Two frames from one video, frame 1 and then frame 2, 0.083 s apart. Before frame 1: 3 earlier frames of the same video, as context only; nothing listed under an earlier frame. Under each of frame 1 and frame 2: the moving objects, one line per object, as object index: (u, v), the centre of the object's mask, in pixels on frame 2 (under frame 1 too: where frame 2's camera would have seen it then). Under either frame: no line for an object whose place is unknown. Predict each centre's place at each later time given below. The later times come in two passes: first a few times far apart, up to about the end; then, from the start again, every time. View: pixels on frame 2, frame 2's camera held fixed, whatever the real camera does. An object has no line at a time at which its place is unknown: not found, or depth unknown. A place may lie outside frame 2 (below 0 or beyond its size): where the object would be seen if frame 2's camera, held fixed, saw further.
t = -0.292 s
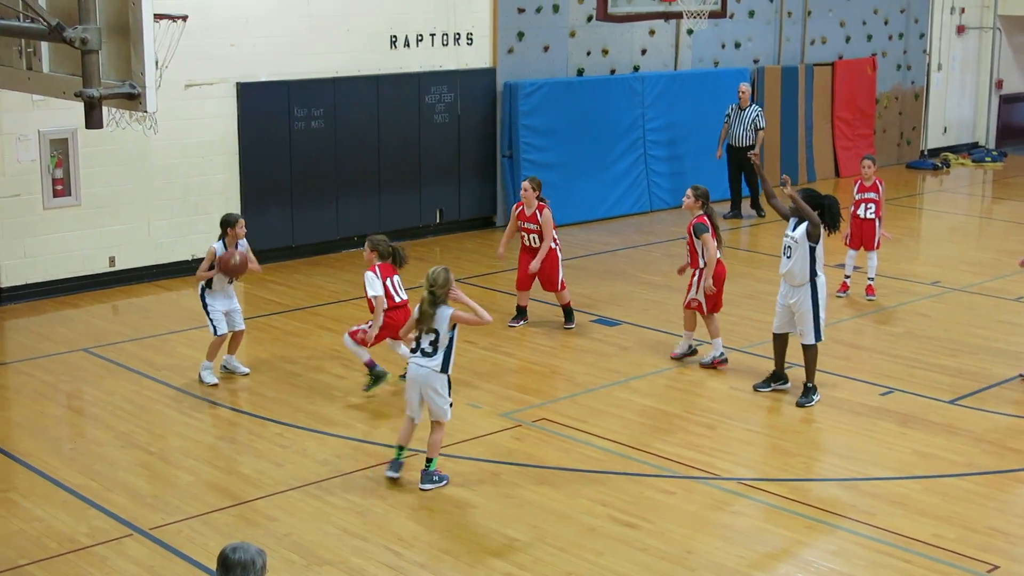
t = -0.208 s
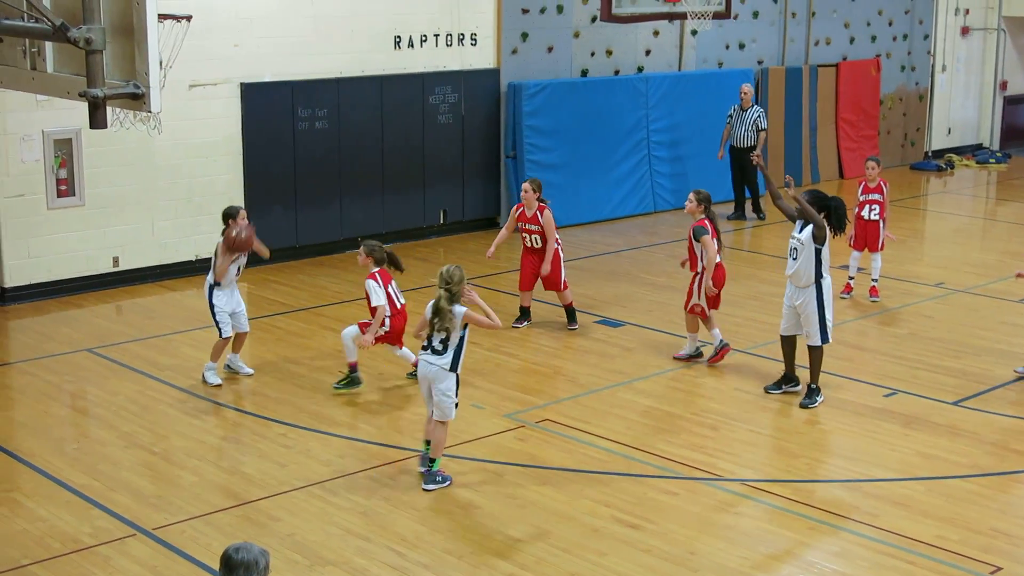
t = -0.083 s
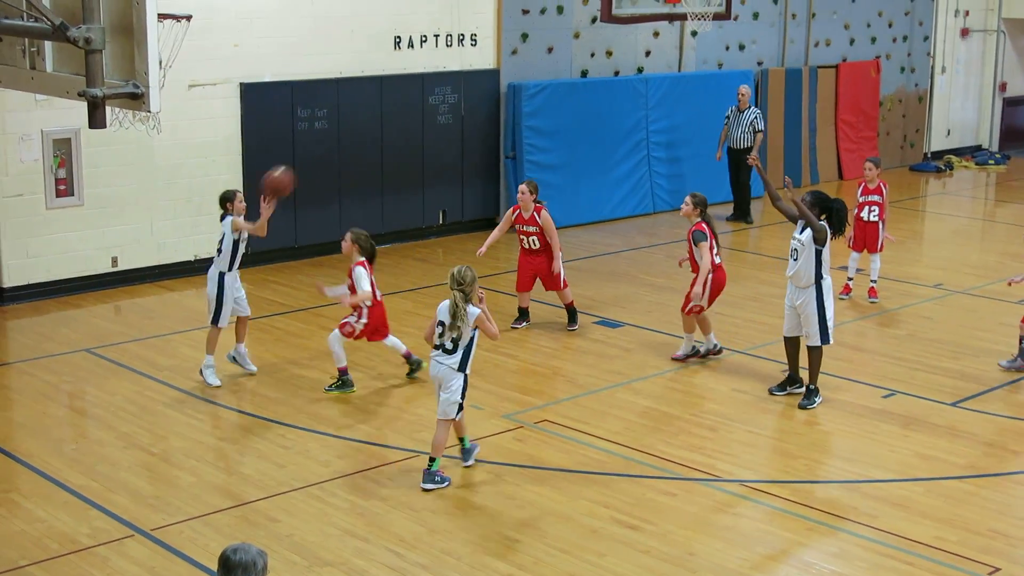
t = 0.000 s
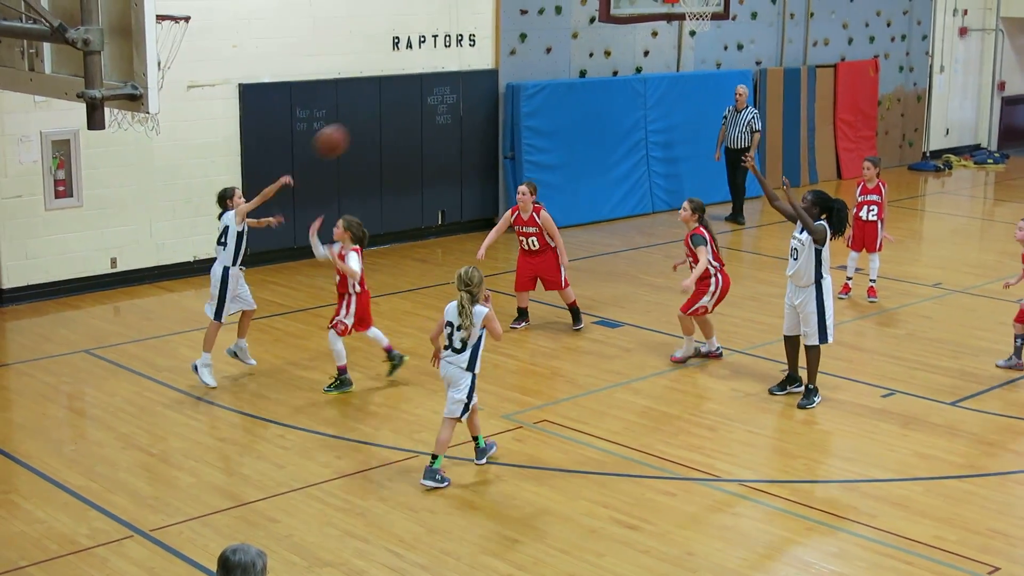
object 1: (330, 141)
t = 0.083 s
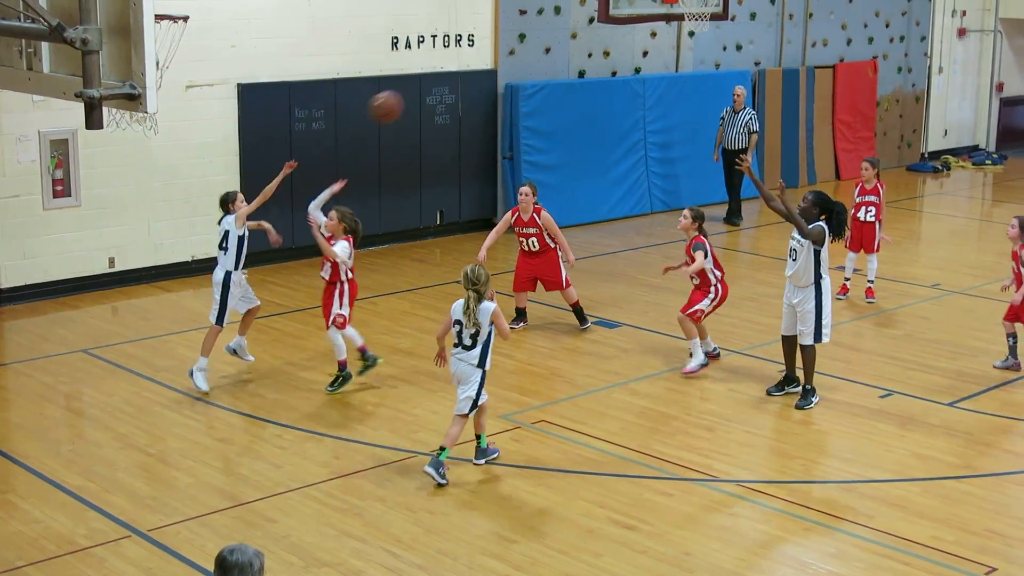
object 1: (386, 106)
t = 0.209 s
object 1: (472, 73)
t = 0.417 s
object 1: (615, 60)
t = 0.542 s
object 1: (702, 81)
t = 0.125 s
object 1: (414, 93)
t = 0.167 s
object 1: (444, 82)
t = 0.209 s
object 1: (472, 73)
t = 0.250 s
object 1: (502, 65)
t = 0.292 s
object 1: (531, 60)
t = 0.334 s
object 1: (559, 58)
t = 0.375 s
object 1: (588, 58)
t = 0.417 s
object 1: (615, 60)
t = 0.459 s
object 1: (645, 65)
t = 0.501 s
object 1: (673, 72)
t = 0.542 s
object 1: (702, 81)
